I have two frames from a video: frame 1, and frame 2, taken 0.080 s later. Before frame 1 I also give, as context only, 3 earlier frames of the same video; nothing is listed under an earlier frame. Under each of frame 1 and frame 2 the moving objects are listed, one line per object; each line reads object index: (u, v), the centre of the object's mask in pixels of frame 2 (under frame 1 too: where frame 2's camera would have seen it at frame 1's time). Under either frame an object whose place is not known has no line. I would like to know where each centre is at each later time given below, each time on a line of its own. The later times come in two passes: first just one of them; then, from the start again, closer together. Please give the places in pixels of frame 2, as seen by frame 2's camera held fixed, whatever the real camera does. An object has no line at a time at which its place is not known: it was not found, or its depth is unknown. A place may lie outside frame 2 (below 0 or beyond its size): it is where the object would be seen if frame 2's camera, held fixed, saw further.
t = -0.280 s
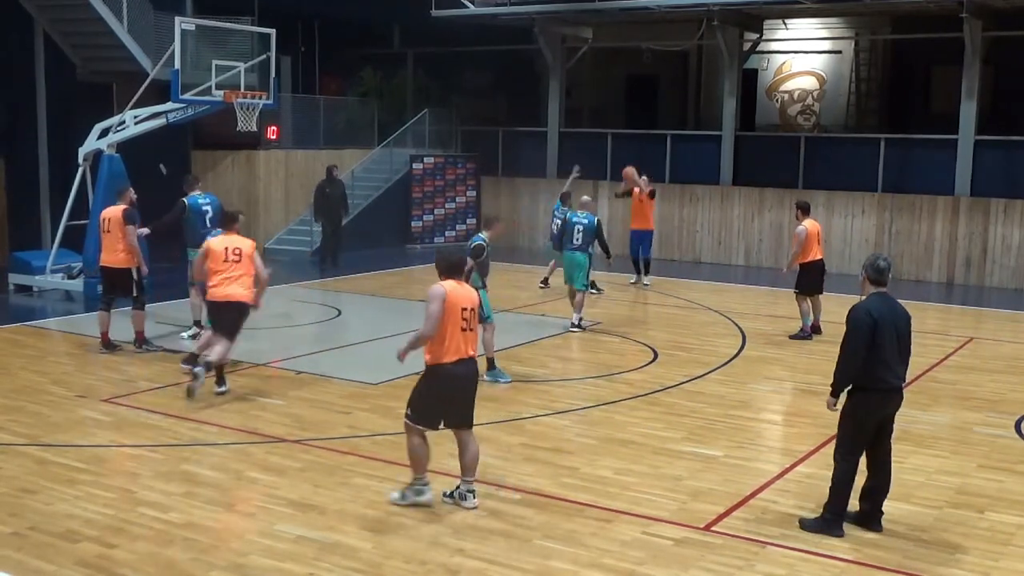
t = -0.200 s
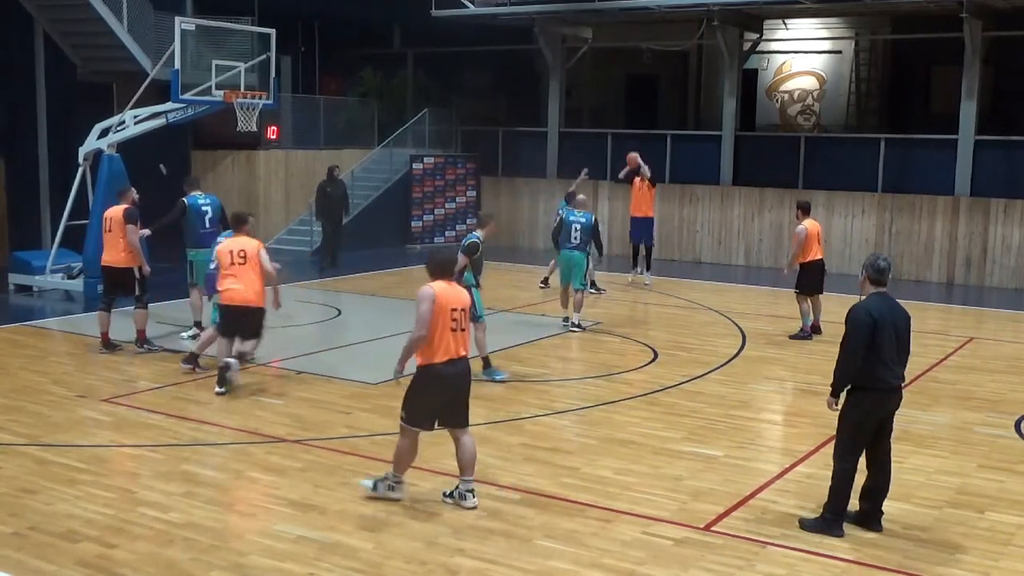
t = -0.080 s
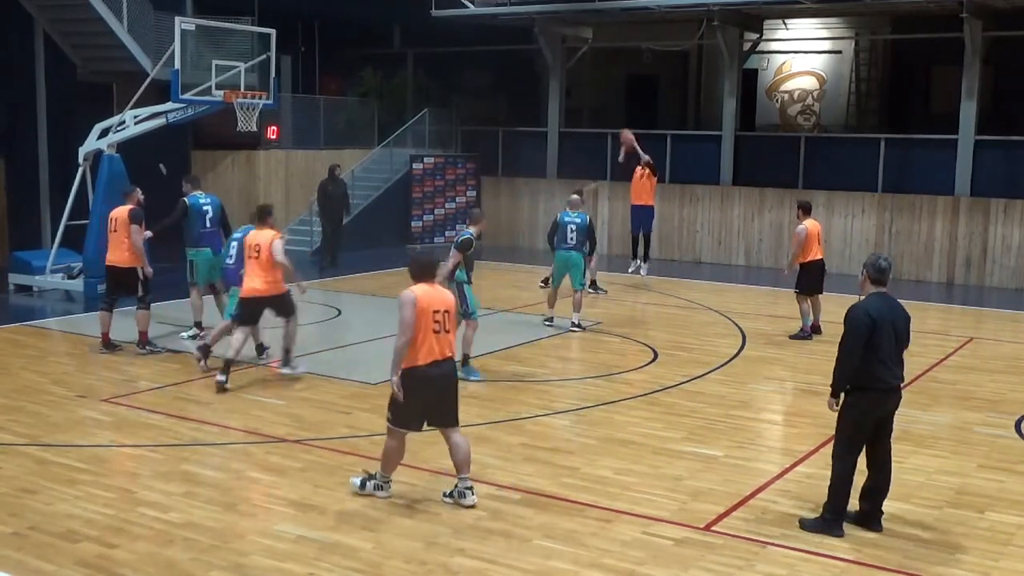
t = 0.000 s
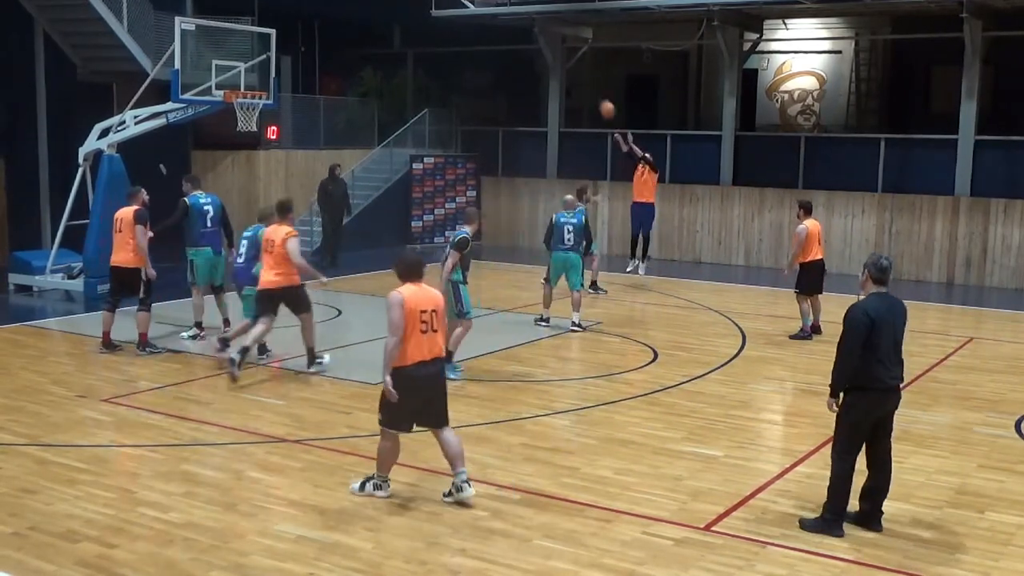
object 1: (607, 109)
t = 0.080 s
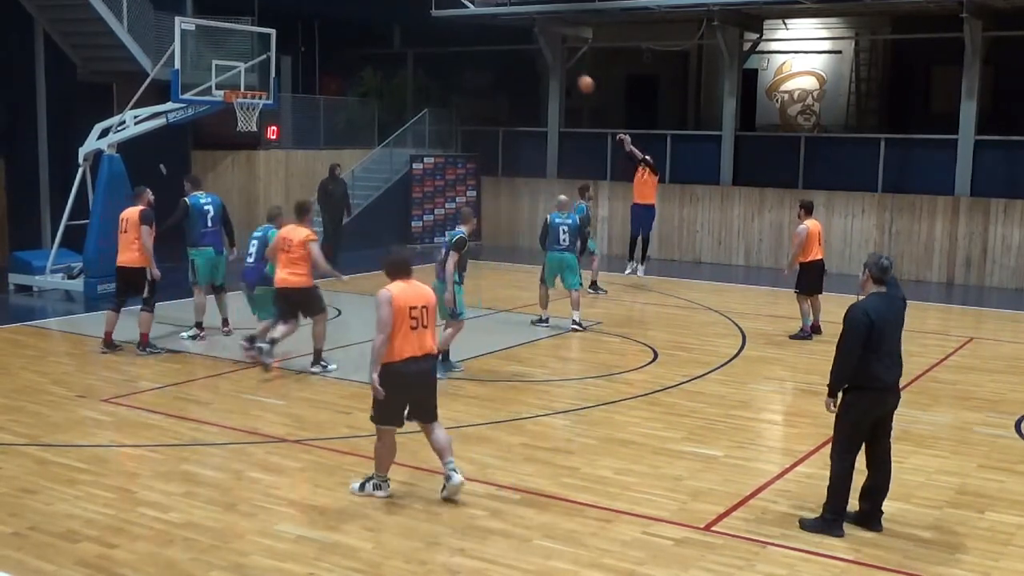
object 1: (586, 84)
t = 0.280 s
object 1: (529, 35)
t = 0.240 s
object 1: (541, 43)
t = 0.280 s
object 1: (529, 35)
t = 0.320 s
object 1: (518, 28)
